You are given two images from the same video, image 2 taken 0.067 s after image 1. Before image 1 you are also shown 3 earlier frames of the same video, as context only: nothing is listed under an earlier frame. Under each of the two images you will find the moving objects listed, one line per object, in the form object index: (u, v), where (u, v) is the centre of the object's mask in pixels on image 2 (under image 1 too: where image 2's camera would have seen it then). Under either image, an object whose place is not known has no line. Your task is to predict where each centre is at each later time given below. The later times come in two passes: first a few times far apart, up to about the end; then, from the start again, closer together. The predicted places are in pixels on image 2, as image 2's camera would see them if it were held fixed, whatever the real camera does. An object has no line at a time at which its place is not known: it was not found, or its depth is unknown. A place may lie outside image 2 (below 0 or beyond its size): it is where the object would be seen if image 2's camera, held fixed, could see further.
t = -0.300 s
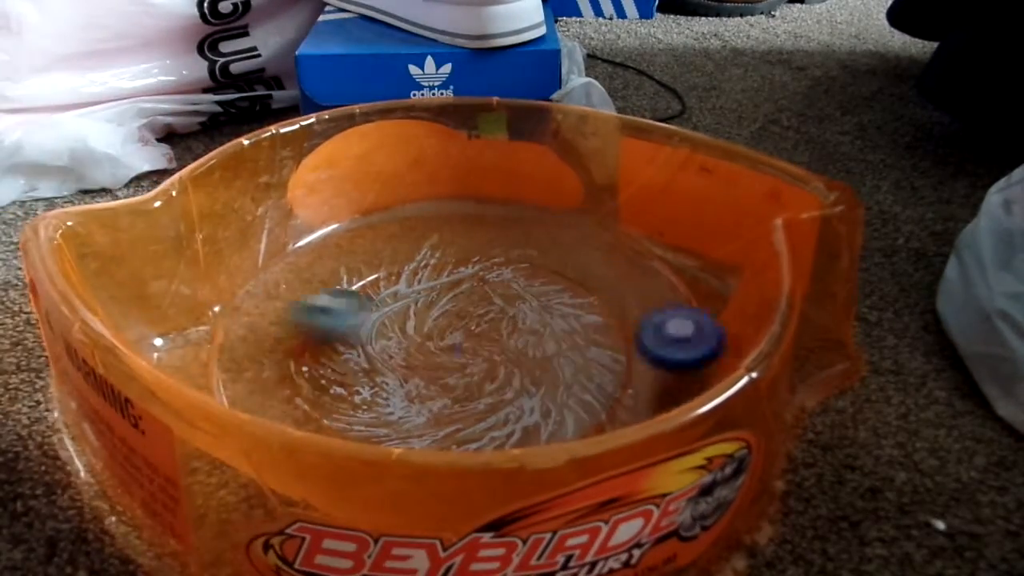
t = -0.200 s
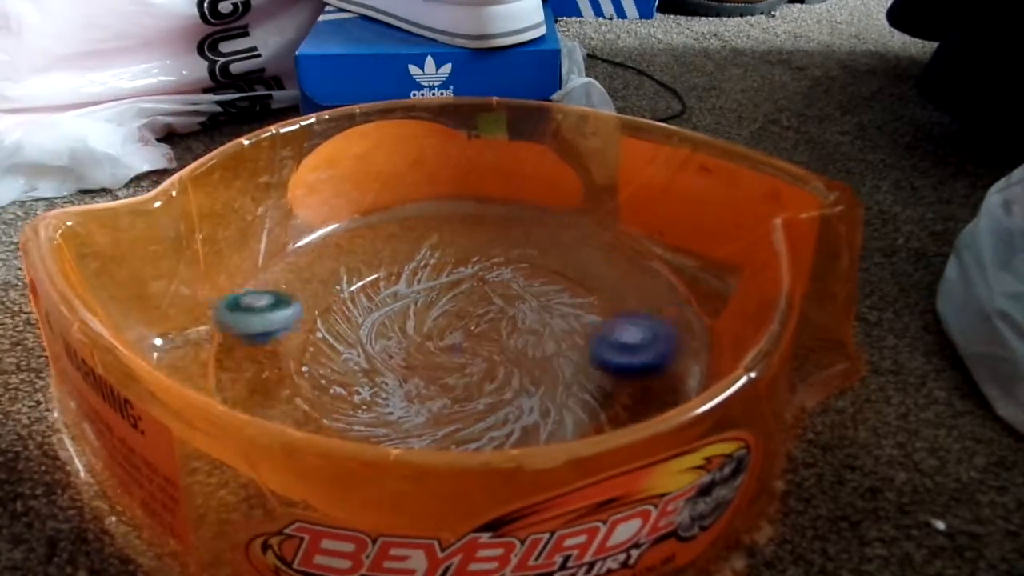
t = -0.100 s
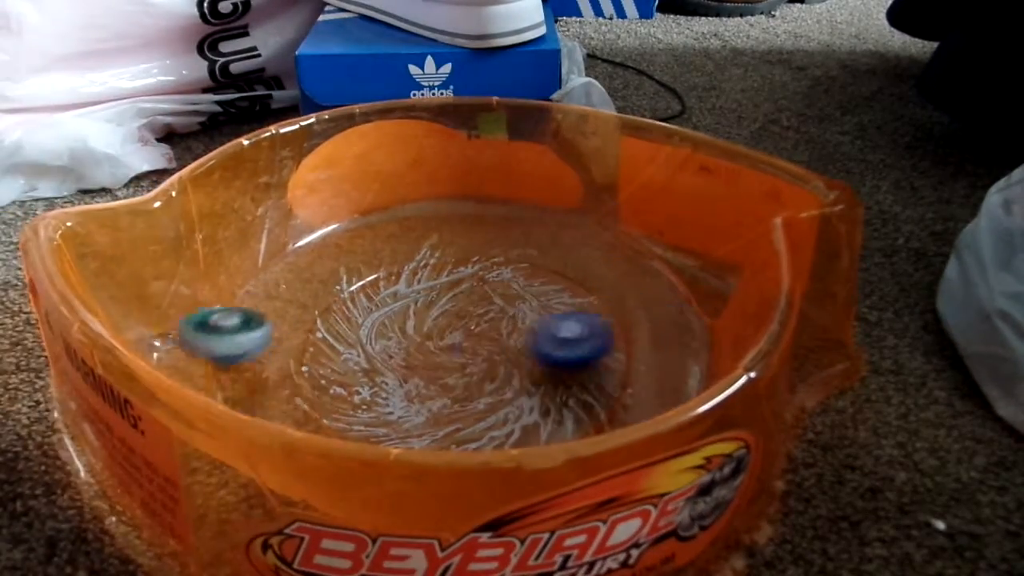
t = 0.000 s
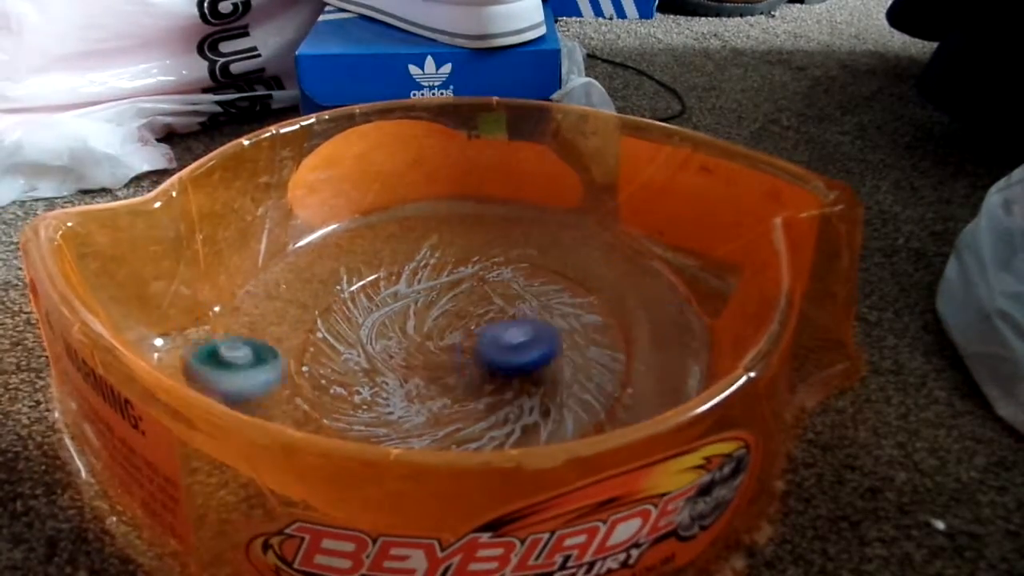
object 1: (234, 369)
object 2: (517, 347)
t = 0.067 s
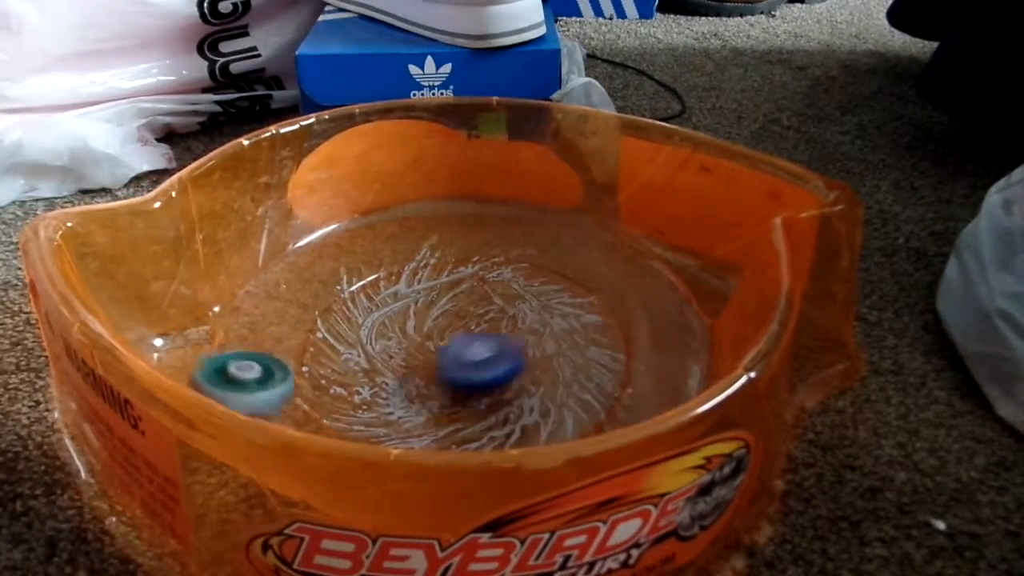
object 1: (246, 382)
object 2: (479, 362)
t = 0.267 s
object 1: (276, 395)
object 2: (434, 427)
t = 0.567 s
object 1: (379, 370)
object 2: (564, 363)
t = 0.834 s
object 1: (341, 302)
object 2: (497, 297)
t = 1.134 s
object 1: (326, 310)
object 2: (437, 299)
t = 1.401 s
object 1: (374, 322)
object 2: (523, 283)
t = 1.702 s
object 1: (383, 349)
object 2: (518, 247)
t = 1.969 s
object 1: (426, 409)
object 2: (499, 263)
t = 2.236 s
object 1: (506, 414)
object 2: (568, 278)
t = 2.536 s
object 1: (517, 396)
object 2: (547, 298)
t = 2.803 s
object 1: (471, 413)
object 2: (594, 310)
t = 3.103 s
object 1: (464, 403)
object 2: (481, 306)
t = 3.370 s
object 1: (445, 416)
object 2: (446, 338)
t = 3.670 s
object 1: (457, 411)
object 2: (432, 333)
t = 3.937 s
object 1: (462, 382)
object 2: (420, 326)
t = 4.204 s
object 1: (473, 363)
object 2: (411, 319)
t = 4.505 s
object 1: (510, 354)
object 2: (385, 311)
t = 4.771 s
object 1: (534, 341)
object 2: (416, 332)
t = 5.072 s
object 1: (577, 342)
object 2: (422, 280)
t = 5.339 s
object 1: (572, 336)
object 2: (386, 315)
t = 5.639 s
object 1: (566, 341)
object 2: (462, 313)
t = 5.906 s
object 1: (535, 341)
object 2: (443, 297)
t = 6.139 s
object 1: (525, 351)
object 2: (414, 298)
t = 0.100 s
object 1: (249, 384)
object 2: (463, 374)
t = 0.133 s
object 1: (254, 386)
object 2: (448, 387)
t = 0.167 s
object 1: (258, 388)
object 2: (435, 403)
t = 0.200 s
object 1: (263, 390)
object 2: (429, 415)
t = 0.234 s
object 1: (269, 392)
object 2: (427, 423)
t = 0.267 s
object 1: (276, 395)
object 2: (434, 427)
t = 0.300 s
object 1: (285, 396)
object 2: (447, 431)
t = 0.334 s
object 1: (296, 398)
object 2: (470, 432)
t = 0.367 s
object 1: (308, 397)
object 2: (496, 432)
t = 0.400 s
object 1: (322, 398)
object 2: (520, 428)
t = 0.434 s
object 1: (338, 397)
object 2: (547, 420)
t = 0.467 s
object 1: (352, 396)
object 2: (566, 408)
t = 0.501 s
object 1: (363, 389)
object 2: (573, 391)
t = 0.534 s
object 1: (370, 382)
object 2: (572, 376)
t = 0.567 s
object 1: (379, 370)
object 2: (564, 363)
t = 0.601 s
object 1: (386, 361)
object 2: (548, 351)
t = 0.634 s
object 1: (392, 352)
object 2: (529, 340)
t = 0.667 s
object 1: (398, 341)
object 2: (507, 331)
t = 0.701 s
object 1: (399, 332)
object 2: (489, 323)
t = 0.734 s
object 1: (369, 322)
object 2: (498, 315)
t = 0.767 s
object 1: (351, 313)
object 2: (503, 309)
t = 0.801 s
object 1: (343, 306)
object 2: (502, 303)
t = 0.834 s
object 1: (341, 302)
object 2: (497, 297)
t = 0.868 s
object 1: (340, 299)
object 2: (485, 293)
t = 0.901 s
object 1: (340, 298)
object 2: (471, 290)
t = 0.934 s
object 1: (342, 296)
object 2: (450, 288)
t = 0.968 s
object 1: (344, 295)
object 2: (429, 287)
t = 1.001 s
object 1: (339, 293)
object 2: (422, 288)
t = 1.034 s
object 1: (333, 292)
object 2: (417, 289)
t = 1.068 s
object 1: (327, 291)
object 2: (418, 292)
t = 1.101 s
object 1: (323, 299)
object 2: (428, 296)
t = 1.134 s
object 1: (326, 310)
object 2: (437, 299)
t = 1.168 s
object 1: (330, 316)
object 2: (447, 300)
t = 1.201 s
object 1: (336, 320)
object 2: (458, 299)
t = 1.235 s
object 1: (341, 322)
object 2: (471, 299)
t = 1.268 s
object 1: (346, 322)
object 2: (485, 297)
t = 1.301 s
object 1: (354, 322)
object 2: (497, 295)
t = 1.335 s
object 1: (359, 322)
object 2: (508, 292)
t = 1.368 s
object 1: (367, 322)
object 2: (517, 288)
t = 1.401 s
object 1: (374, 322)
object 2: (523, 283)
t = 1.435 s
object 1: (382, 321)
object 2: (526, 277)
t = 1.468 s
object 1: (390, 320)
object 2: (525, 272)
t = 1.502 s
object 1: (398, 319)
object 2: (521, 267)
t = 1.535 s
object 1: (406, 319)
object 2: (513, 264)
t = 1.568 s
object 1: (415, 317)
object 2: (503, 264)
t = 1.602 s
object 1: (424, 314)
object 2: (492, 266)
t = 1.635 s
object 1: (431, 313)
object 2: (485, 271)
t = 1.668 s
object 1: (405, 333)
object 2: (499, 261)
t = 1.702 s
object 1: (383, 349)
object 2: (518, 247)
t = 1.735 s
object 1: (367, 364)
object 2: (521, 239)
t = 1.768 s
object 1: (362, 373)
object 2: (519, 242)
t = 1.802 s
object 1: (365, 382)
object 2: (508, 246)
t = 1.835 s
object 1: (374, 387)
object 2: (498, 250)
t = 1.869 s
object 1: (387, 394)
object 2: (494, 254)
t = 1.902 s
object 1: (399, 399)
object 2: (493, 255)
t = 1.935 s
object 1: (412, 405)
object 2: (494, 258)
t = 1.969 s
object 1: (426, 409)
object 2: (499, 263)
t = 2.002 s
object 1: (440, 412)
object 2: (505, 268)
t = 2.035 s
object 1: (451, 414)
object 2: (513, 274)
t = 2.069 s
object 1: (465, 416)
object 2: (524, 277)
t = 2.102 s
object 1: (476, 417)
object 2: (534, 280)
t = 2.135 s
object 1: (486, 417)
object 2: (545, 281)
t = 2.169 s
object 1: (494, 417)
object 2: (554, 281)
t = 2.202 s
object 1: (501, 415)
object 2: (562, 280)
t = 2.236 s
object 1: (506, 414)
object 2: (568, 278)
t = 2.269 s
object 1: (509, 413)
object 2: (572, 276)
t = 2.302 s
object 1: (512, 411)
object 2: (573, 275)
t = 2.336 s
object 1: (514, 410)
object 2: (573, 274)
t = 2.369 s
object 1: (515, 408)
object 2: (570, 275)
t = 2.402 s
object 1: (516, 406)
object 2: (565, 277)
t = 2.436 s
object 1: (517, 404)
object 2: (561, 280)
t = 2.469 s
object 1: (518, 401)
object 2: (556, 285)
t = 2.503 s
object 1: (517, 398)
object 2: (551, 291)
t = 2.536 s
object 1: (517, 396)
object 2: (547, 298)
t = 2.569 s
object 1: (516, 394)
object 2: (545, 306)
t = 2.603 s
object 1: (516, 392)
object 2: (545, 314)
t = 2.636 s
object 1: (515, 390)
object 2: (546, 324)
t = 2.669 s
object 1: (513, 389)
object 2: (549, 331)
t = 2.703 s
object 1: (501, 395)
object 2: (561, 333)
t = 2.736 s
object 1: (484, 406)
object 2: (576, 327)
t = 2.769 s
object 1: (476, 411)
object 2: (588, 319)
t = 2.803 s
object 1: (471, 413)
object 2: (594, 310)
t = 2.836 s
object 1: (470, 413)
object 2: (596, 301)
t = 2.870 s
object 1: (470, 412)
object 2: (591, 292)
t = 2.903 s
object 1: (469, 412)
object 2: (581, 284)
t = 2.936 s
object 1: (469, 411)
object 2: (567, 281)
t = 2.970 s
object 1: (469, 411)
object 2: (547, 280)
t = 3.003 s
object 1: (468, 408)
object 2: (526, 283)
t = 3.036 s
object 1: (467, 406)
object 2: (510, 288)
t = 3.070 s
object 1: (466, 405)
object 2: (494, 295)
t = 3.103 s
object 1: (464, 403)
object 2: (481, 306)
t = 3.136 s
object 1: (464, 401)
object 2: (470, 317)
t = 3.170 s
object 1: (461, 398)
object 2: (462, 330)
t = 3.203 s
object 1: (459, 401)
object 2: (457, 335)
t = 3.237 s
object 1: (454, 413)
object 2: (454, 334)
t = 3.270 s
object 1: (451, 417)
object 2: (452, 333)
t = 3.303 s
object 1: (448, 418)
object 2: (450, 333)
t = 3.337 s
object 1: (446, 417)
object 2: (448, 336)
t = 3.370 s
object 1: (445, 416)
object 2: (446, 338)
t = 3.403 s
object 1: (446, 415)
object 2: (443, 342)
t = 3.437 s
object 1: (447, 413)
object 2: (440, 345)
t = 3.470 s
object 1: (448, 411)
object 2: (437, 346)
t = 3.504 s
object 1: (449, 412)
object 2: (436, 346)
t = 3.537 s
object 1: (452, 415)
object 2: (434, 344)
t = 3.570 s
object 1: (453, 415)
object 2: (434, 340)
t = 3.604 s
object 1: (456, 414)
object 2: (433, 337)
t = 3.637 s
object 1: (456, 413)
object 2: (432, 335)
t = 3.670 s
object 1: (457, 411)
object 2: (432, 333)
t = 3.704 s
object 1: (459, 407)
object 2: (430, 331)
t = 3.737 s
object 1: (461, 404)
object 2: (428, 330)
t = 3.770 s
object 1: (462, 402)
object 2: (426, 328)
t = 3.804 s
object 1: (462, 397)
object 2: (425, 326)
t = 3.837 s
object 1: (462, 393)
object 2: (424, 326)
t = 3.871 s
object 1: (462, 388)
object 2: (423, 326)
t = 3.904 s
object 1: (463, 385)
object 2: (422, 326)
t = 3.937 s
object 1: (462, 382)
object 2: (420, 326)
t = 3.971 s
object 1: (462, 379)
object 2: (419, 326)
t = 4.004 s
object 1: (462, 375)
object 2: (418, 325)
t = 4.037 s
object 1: (466, 375)
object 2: (417, 324)
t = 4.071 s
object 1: (469, 373)
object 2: (417, 322)
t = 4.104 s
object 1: (470, 371)
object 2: (416, 321)
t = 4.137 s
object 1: (471, 368)
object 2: (415, 320)
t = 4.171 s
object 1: (472, 365)
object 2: (413, 319)
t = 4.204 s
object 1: (473, 363)
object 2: (411, 319)
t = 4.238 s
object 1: (474, 359)
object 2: (409, 318)
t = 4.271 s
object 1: (475, 357)
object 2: (409, 318)
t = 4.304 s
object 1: (475, 354)
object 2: (409, 318)
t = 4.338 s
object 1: (477, 353)
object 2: (410, 318)
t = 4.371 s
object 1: (488, 355)
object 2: (406, 315)
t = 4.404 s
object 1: (497, 357)
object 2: (400, 311)
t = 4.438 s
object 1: (502, 356)
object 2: (394, 310)
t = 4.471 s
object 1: (506, 356)
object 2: (389, 310)
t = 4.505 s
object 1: (510, 354)
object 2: (385, 311)
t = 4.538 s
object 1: (514, 352)
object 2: (382, 313)
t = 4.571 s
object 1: (518, 350)
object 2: (381, 315)
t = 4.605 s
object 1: (522, 349)
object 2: (383, 320)
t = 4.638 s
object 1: (525, 347)
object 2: (386, 325)
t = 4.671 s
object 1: (528, 345)
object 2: (391, 329)
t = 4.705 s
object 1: (530, 344)
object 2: (397, 331)
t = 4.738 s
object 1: (532, 342)
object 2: (406, 332)
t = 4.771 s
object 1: (534, 341)
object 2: (416, 332)
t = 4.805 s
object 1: (535, 340)
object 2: (428, 330)
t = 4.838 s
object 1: (536, 338)
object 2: (439, 327)
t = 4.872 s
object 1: (537, 338)
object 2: (451, 323)
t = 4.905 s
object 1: (540, 337)
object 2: (460, 317)
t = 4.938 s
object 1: (557, 341)
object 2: (454, 306)
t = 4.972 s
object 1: (567, 342)
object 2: (448, 296)
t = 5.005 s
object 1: (572, 343)
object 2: (440, 289)
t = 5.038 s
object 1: (575, 342)
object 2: (432, 284)
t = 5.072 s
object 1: (577, 342)
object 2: (422, 280)
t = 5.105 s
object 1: (578, 341)
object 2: (412, 277)
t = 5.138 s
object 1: (579, 340)
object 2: (403, 277)
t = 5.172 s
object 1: (580, 339)
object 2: (394, 280)
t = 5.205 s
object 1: (579, 338)
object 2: (386, 284)
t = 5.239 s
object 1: (578, 338)
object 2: (381, 289)
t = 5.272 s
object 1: (577, 337)
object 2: (379, 297)
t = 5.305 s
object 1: (575, 337)
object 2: (380, 305)
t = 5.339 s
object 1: (572, 336)
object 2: (386, 315)
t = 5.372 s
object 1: (569, 337)
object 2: (394, 323)
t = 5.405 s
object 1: (566, 337)
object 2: (405, 330)
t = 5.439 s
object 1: (562, 336)
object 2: (421, 333)
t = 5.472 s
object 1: (557, 337)
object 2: (438, 334)
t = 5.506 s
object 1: (553, 337)
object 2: (453, 334)
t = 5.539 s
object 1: (553, 338)
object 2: (465, 330)
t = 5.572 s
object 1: (565, 339)
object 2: (463, 323)
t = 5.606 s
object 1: (567, 341)
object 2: (462, 319)
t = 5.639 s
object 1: (566, 341)
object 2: (462, 313)
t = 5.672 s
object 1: (564, 341)
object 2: (462, 309)
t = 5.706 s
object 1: (560, 342)
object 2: (461, 305)
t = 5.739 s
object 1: (556, 341)
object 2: (459, 301)
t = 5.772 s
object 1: (552, 341)
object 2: (456, 299)
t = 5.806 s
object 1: (548, 341)
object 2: (454, 297)
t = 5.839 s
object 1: (544, 341)
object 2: (450, 297)
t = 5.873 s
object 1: (539, 340)
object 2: (447, 296)
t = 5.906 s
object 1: (535, 341)
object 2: (443, 297)
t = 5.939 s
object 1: (529, 340)
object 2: (440, 298)
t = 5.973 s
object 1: (524, 340)
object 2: (437, 300)
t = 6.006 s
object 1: (519, 340)
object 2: (436, 303)
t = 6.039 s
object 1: (514, 339)
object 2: (435, 305)
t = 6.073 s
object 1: (507, 339)
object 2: (435, 307)
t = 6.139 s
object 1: (525, 351)
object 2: (414, 298)
